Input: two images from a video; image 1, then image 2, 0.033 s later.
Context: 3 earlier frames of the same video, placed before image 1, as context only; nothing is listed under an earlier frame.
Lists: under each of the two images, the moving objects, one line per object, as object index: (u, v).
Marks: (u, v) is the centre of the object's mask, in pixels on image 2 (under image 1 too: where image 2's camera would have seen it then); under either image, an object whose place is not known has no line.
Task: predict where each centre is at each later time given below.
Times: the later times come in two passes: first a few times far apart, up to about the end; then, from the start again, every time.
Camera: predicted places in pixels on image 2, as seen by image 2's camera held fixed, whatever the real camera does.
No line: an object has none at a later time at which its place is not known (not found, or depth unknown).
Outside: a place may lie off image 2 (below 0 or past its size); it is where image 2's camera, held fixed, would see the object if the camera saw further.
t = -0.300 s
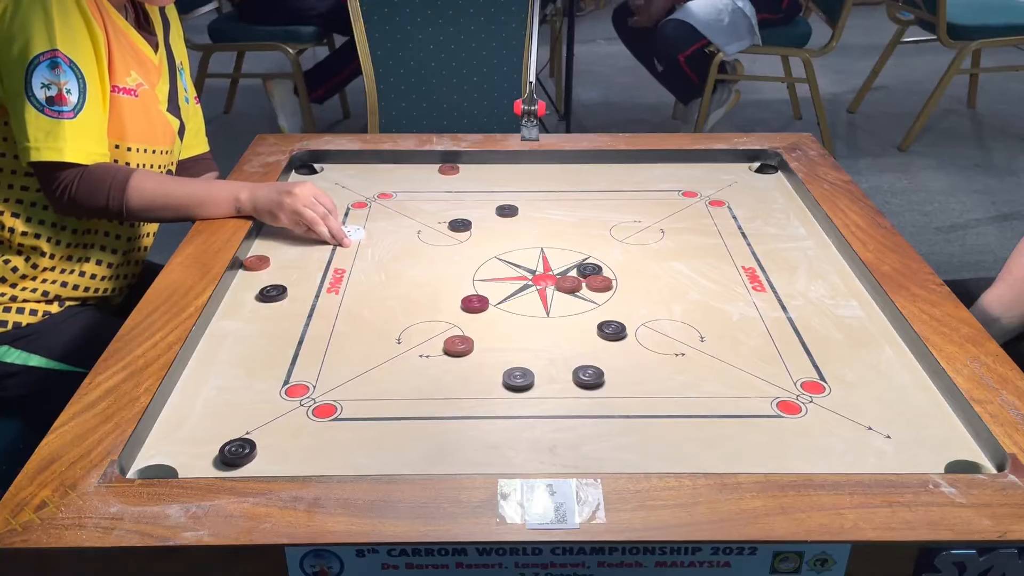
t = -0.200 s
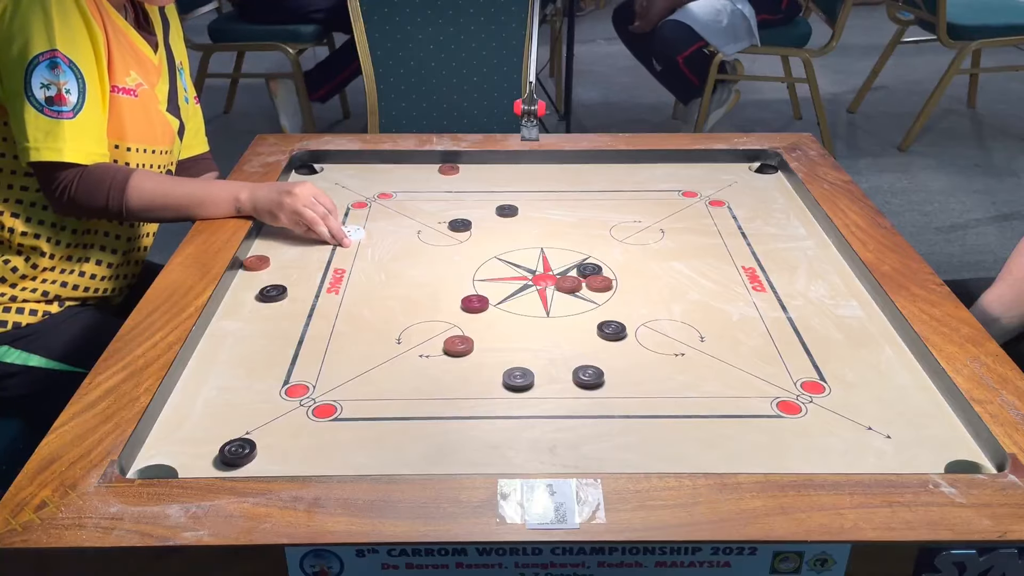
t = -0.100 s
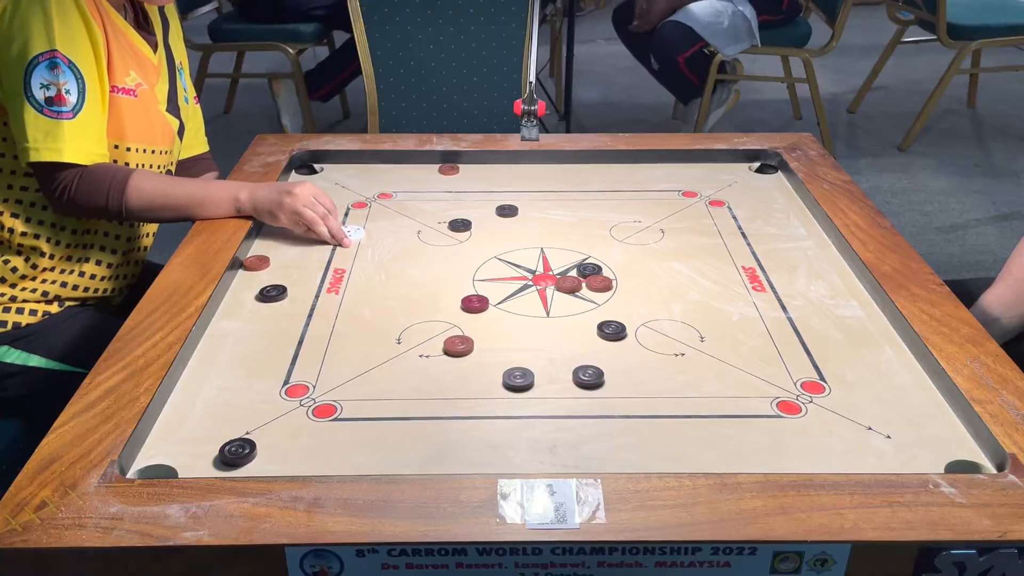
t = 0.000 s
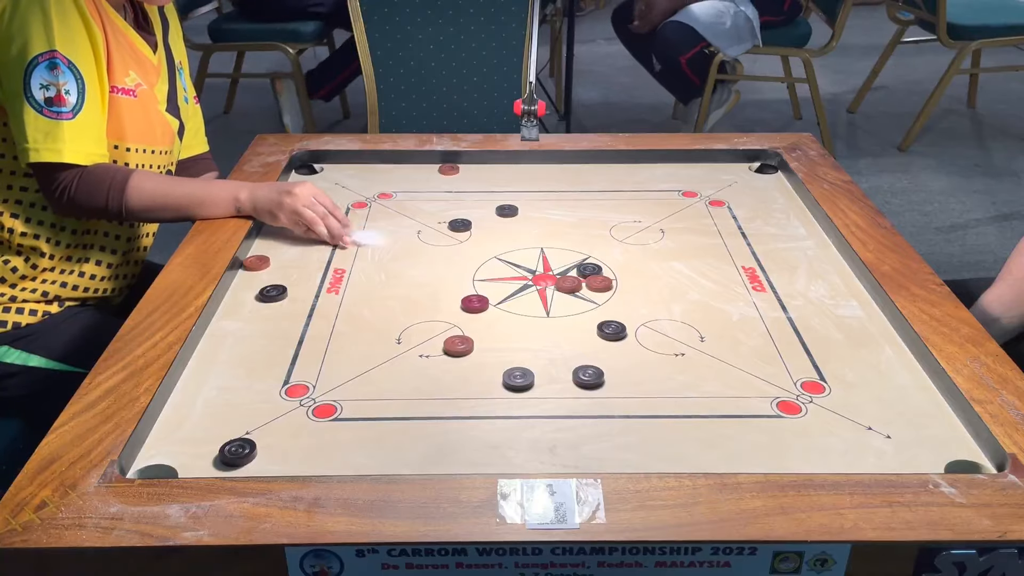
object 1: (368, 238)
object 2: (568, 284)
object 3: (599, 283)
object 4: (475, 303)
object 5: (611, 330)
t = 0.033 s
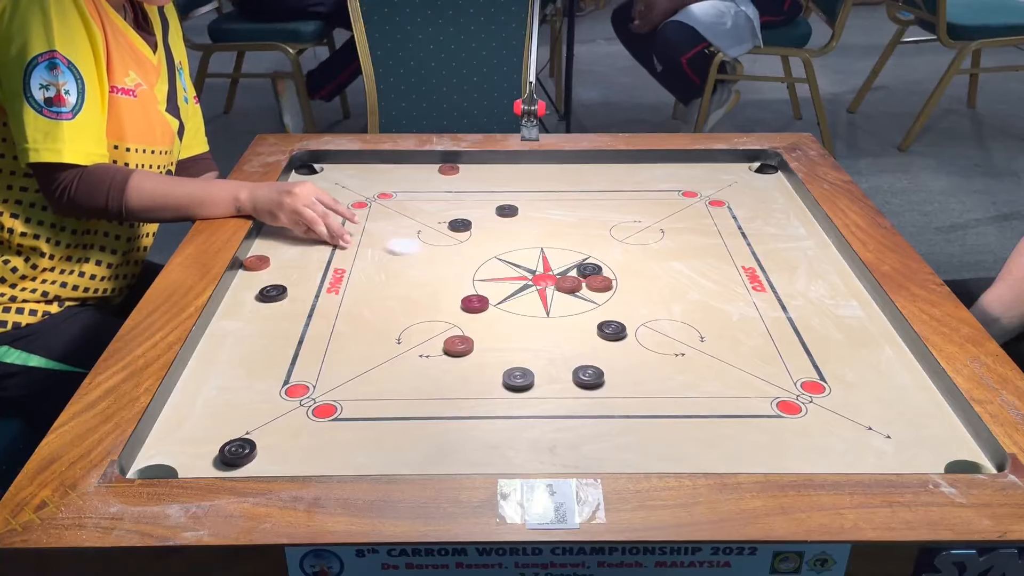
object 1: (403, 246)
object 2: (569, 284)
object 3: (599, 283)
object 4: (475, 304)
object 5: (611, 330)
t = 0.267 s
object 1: (595, 298)
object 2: (627, 317)
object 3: (734, 283)
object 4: (475, 304)
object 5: (611, 331)
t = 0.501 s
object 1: (699, 330)
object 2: (746, 355)
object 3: (741, 290)
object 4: (475, 303)
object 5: (601, 355)
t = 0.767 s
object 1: (764, 352)
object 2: (834, 384)
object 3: (570, 303)
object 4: (475, 303)
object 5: (600, 356)
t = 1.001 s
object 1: (768, 353)
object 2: (852, 391)
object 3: (498, 310)
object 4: (446, 301)
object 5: (600, 356)
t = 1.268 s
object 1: (768, 353)
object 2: (852, 391)
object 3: (497, 310)
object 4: (410, 299)
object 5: (600, 356)
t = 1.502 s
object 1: (768, 353)
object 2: (852, 391)
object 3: (497, 310)
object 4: (409, 299)
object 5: (600, 356)
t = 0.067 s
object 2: (568, 284)
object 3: (599, 283)
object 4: (475, 303)
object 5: (611, 330)
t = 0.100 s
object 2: (569, 284)
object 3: (599, 283)
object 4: (475, 304)
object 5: (611, 330)
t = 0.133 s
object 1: (515, 272)
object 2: (568, 284)
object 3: (599, 283)
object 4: (475, 303)
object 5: (611, 330)
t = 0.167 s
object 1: (545, 281)
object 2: (575, 287)
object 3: (610, 284)
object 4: (475, 304)
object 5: (611, 330)
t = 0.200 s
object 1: (562, 287)
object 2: (591, 297)
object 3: (652, 283)
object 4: (475, 303)
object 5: (611, 330)
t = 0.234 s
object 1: (579, 293)
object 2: (609, 308)
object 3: (694, 283)
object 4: (475, 303)
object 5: (611, 330)
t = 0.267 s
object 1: (595, 298)
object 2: (627, 317)
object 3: (734, 283)
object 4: (475, 304)
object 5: (611, 331)
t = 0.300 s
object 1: (612, 302)
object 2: (646, 324)
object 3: (776, 283)
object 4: (475, 303)
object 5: (609, 336)
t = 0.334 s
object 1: (628, 308)
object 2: (664, 329)
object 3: (815, 283)
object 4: (475, 303)
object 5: (608, 341)
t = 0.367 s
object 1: (643, 312)
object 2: (681, 335)
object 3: (846, 283)
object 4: (475, 303)
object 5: (606, 345)
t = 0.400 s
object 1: (658, 317)
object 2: (698, 341)
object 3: (819, 285)
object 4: (475, 303)
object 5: (605, 348)
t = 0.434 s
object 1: (672, 321)
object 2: (715, 346)
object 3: (793, 287)
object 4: (475, 303)
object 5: (603, 351)
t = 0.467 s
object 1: (686, 326)
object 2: (731, 351)
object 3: (767, 289)
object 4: (475, 303)
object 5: (602, 353)
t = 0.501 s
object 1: (699, 330)
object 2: (746, 355)
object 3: (741, 290)
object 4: (475, 303)
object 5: (601, 355)
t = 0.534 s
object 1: (711, 334)
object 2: (760, 360)
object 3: (717, 292)
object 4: (475, 303)
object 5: (601, 356)
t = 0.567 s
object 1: (721, 337)
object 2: (774, 365)
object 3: (694, 294)
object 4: (475, 303)
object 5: (600, 356)
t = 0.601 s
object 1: (732, 340)
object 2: (787, 369)
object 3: (671, 295)
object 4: (475, 303)
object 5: (600, 356)
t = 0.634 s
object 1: (740, 343)
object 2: (798, 372)
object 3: (649, 297)
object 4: (475, 303)
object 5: (600, 356)
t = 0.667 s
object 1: (748, 346)
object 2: (809, 376)
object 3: (628, 298)
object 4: (475, 303)
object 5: (600, 356)
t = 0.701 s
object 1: (755, 348)
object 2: (819, 379)
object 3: (608, 300)
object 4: (475, 303)
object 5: (600, 356)
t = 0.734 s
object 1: (760, 350)
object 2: (827, 382)
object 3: (589, 301)
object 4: (475, 303)
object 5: (600, 356)
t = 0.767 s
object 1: (764, 352)
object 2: (834, 384)
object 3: (570, 303)
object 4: (475, 303)
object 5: (600, 356)
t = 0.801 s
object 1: (766, 353)
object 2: (840, 386)
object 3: (553, 304)
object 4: (475, 303)
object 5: (600, 356)
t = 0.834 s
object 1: (767, 353)
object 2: (845, 388)
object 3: (535, 305)
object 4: (475, 303)
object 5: (600, 356)
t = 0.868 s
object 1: (768, 353)
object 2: (849, 390)
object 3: (519, 306)
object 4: (475, 303)
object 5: (600, 356)
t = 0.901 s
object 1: (768, 353)
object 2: (851, 390)
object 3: (504, 307)
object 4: (474, 303)
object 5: (600, 356)
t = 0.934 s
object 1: (768, 353)
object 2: (852, 391)
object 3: (500, 308)
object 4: (465, 303)
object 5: (600, 356)
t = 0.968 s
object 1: (768, 353)
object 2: (852, 391)
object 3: (499, 309)
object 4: (456, 302)
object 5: (600, 356)
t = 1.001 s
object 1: (768, 353)
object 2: (852, 391)
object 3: (498, 310)
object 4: (446, 301)
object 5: (600, 356)
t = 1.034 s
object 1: (768, 353)
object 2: (852, 391)
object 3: (497, 310)
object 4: (439, 301)
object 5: (600, 356)
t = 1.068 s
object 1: (768, 353)
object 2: (852, 391)
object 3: (497, 310)
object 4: (431, 300)
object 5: (600, 356)
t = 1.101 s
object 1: (768, 353)
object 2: (852, 391)
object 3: (497, 310)
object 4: (425, 300)
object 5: (600, 356)
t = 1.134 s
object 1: (768, 353)
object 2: (852, 391)
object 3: (497, 310)
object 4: (420, 300)
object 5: (600, 356)
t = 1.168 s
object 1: (768, 353)
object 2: (852, 391)
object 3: (497, 310)
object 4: (416, 299)
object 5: (600, 356)
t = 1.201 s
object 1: (768, 353)
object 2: (852, 391)
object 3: (497, 310)
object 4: (413, 299)
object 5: (600, 356)
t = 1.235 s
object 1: (768, 353)
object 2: (852, 391)
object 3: (497, 310)
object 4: (410, 299)
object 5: (600, 356)
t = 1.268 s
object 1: (768, 353)
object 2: (852, 391)
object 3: (497, 310)
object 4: (410, 299)
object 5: (600, 356)
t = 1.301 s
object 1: (768, 353)
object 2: (852, 391)
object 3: (497, 310)
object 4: (409, 299)
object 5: (600, 356)
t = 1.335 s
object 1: (768, 353)
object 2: (852, 391)
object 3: (497, 310)
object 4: (409, 299)
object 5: (600, 356)
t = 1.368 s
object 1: (768, 353)
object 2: (852, 391)
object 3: (497, 310)
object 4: (409, 299)
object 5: (600, 356)
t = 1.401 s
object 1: (768, 353)
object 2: (852, 391)
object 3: (497, 310)
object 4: (409, 299)
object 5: (600, 356)
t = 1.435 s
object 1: (768, 353)
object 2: (852, 391)
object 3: (497, 310)
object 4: (409, 299)
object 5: (600, 356)
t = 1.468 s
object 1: (768, 353)
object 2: (852, 391)
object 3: (497, 310)
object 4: (409, 299)
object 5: (600, 356)
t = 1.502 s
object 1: (768, 353)
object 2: (852, 391)
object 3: (497, 310)
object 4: (409, 299)
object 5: (600, 356)
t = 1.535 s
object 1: (768, 353)
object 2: (852, 391)
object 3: (497, 310)
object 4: (409, 299)
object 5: (600, 356)
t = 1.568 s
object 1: (768, 353)
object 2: (852, 391)
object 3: (497, 310)
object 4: (409, 299)
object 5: (600, 356)
